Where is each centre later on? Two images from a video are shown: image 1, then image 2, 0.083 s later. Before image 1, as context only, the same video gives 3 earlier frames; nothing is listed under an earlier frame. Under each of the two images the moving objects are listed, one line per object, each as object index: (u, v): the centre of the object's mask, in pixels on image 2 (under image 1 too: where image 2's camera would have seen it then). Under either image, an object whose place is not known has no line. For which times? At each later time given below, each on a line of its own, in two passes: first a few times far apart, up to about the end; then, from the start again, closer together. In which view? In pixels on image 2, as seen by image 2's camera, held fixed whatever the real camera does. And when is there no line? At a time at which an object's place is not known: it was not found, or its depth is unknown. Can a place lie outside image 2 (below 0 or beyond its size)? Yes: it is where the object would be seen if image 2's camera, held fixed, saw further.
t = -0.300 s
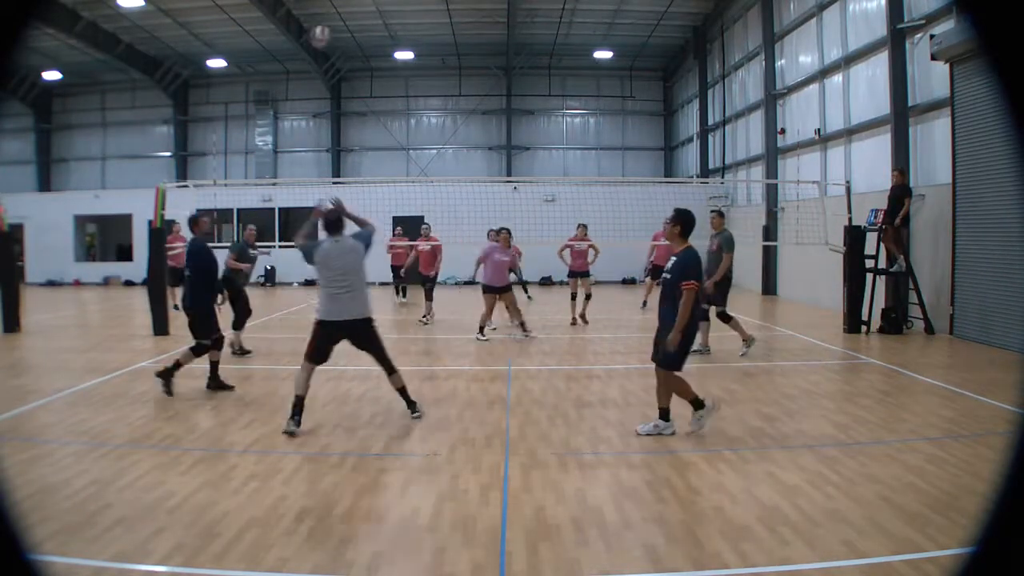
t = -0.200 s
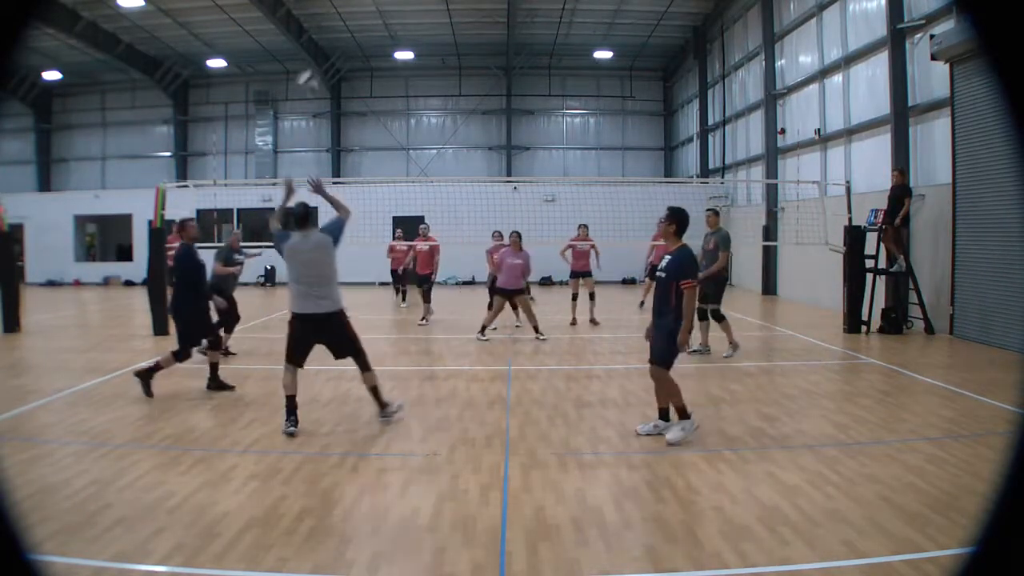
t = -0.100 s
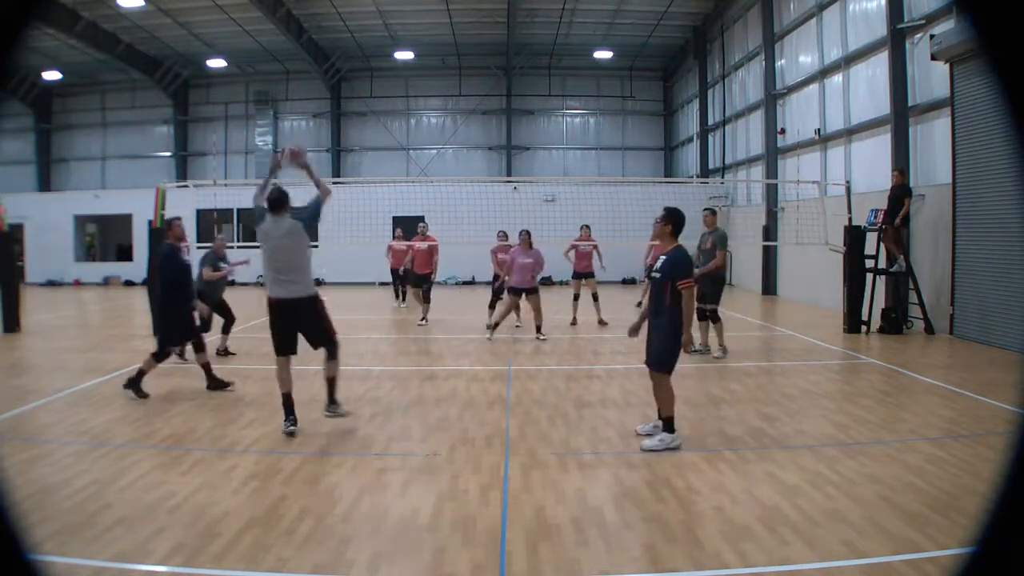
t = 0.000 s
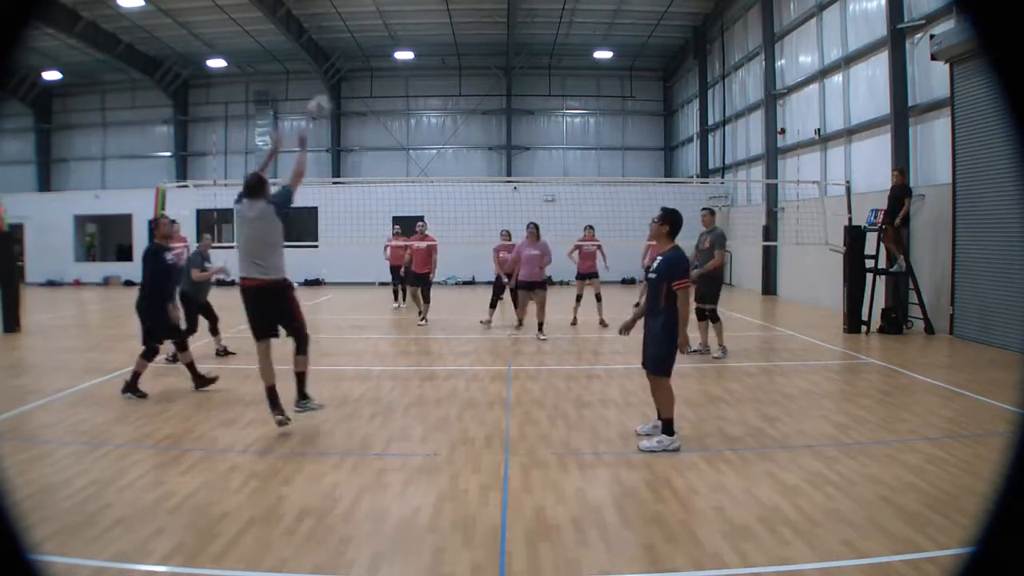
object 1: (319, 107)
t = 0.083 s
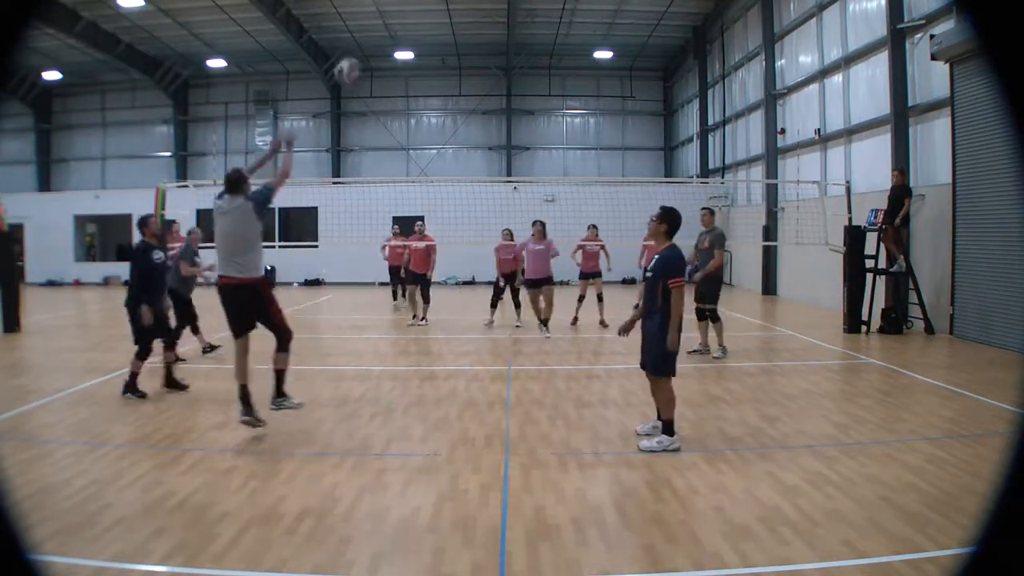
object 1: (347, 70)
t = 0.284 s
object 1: (405, 18)
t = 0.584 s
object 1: (468, 23)
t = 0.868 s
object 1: (517, 89)
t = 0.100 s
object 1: (352, 64)
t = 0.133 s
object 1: (363, 52)
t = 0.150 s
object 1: (368, 48)
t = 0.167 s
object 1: (372, 42)
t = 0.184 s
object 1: (377, 38)
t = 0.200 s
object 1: (381, 35)
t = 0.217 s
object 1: (386, 30)
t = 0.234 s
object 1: (390, 27)
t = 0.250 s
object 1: (395, 25)
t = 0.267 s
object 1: (400, 22)
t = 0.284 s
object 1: (405, 18)
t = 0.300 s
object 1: (407, 17)
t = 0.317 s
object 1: (411, 15)
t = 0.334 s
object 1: (414, 15)
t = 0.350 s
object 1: (418, 14)
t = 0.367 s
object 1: (424, 11)
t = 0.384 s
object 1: (428, 12)
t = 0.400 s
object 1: (430, 12)
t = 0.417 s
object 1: (434, 11)
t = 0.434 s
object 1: (438, 12)
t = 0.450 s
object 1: (441, 14)
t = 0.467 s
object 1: (446, 12)
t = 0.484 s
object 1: (449, 14)
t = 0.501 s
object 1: (452, 15)
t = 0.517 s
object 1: (454, 16)
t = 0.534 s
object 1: (458, 17)
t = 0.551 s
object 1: (462, 19)
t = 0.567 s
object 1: (464, 21)
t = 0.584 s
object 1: (468, 23)
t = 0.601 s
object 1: (473, 26)
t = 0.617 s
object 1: (476, 29)
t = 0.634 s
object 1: (479, 31)
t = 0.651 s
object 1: (482, 34)
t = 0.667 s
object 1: (485, 38)
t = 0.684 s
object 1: (488, 41)
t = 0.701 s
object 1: (491, 45)
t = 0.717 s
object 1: (494, 49)
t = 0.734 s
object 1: (497, 54)
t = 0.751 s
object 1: (500, 57)
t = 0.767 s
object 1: (502, 61)
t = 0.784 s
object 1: (505, 65)
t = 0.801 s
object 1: (508, 70)
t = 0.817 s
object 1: (509, 75)
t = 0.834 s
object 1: (512, 80)
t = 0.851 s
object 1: (515, 85)
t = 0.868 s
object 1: (517, 89)
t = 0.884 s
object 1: (520, 94)
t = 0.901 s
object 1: (522, 99)
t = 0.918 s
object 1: (525, 106)
